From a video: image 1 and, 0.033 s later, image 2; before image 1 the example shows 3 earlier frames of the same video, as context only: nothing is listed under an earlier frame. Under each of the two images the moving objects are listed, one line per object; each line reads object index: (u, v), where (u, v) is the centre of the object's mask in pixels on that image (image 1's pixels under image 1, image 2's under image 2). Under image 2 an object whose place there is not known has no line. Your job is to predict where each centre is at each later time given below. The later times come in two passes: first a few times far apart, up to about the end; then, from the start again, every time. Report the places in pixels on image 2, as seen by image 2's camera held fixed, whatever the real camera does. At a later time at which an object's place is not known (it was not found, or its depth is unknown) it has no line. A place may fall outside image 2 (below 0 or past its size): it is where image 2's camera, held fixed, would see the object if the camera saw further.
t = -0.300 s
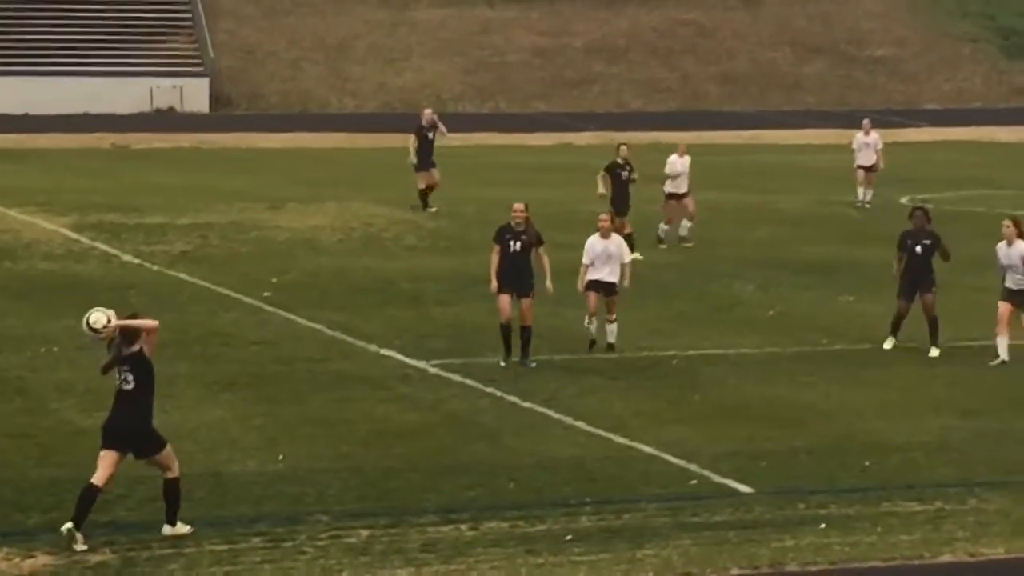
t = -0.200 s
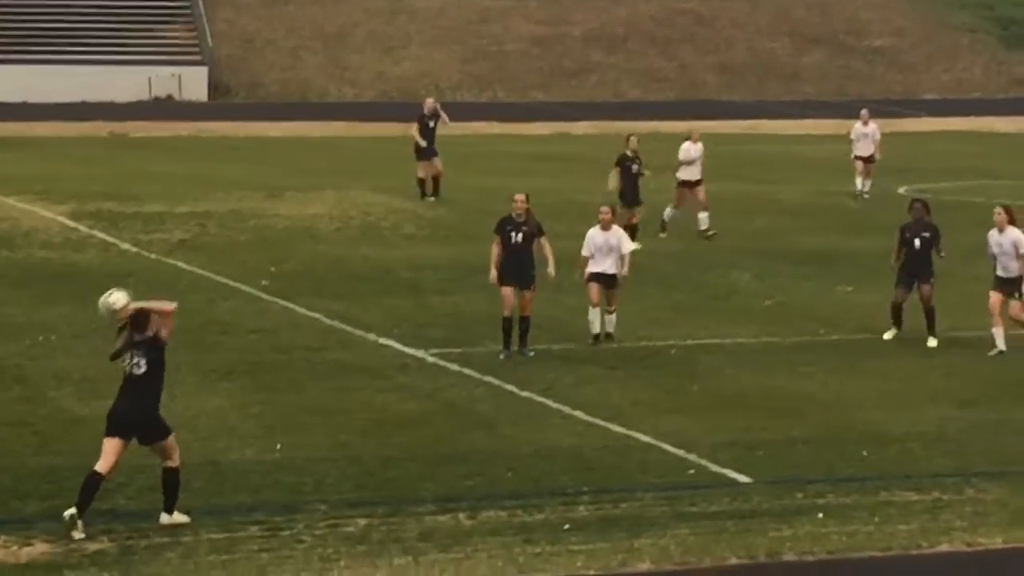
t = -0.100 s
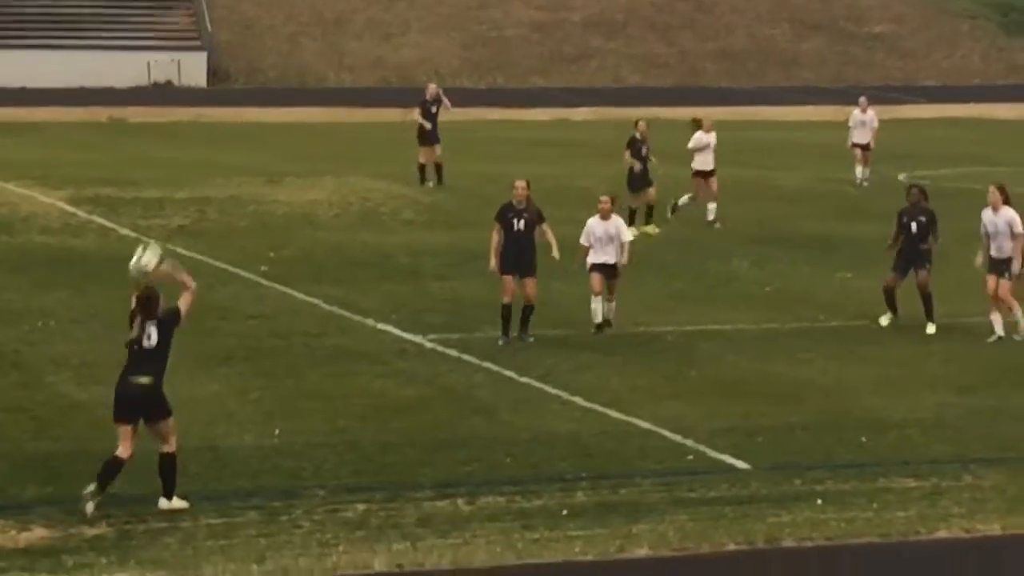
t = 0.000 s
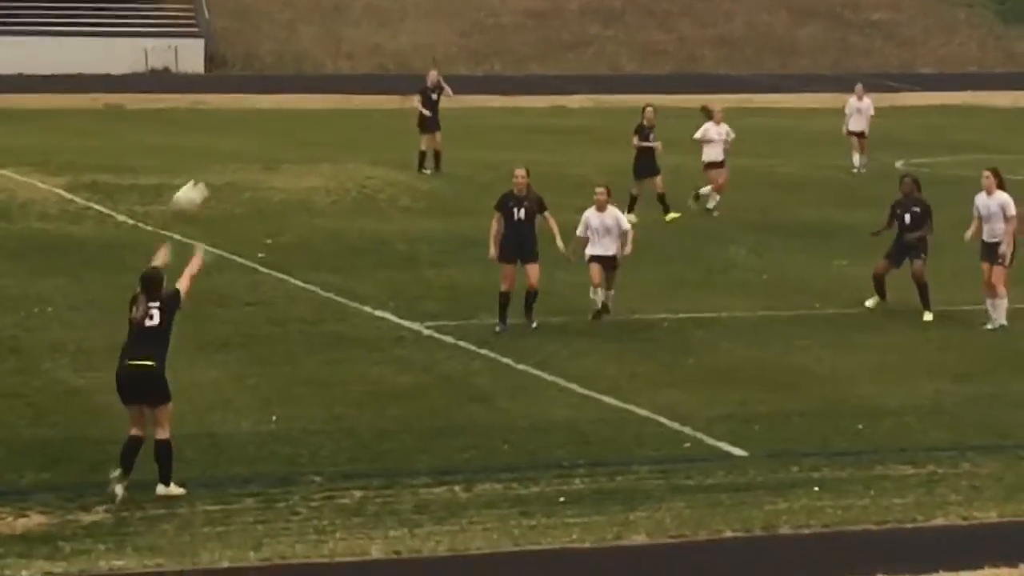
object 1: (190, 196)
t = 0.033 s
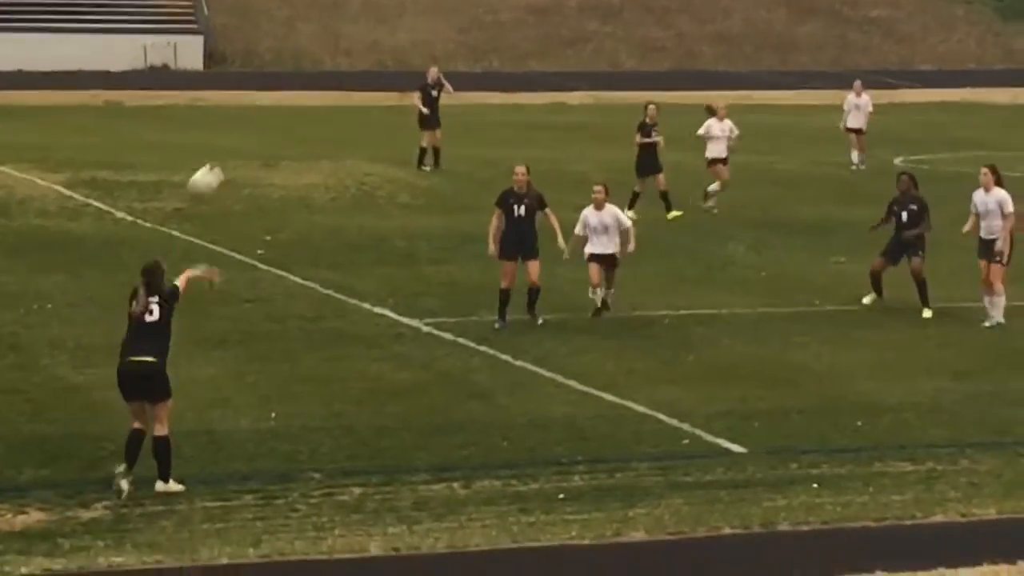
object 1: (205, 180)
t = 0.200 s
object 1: (281, 141)
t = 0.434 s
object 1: (370, 143)
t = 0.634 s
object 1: (435, 186)
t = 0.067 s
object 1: (222, 168)
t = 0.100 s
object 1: (238, 159)
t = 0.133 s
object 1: (253, 151)
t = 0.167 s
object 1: (267, 146)
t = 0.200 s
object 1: (281, 141)
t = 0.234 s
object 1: (296, 137)
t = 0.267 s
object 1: (308, 135)
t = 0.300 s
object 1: (321, 134)
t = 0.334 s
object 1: (334, 135)
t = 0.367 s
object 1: (346, 137)
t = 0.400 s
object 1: (358, 139)
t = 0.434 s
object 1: (370, 143)
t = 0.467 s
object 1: (382, 148)
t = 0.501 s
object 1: (393, 153)
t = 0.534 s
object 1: (404, 158)
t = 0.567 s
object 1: (415, 168)
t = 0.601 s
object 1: (426, 176)
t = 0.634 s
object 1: (435, 186)
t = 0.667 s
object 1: (445, 197)
